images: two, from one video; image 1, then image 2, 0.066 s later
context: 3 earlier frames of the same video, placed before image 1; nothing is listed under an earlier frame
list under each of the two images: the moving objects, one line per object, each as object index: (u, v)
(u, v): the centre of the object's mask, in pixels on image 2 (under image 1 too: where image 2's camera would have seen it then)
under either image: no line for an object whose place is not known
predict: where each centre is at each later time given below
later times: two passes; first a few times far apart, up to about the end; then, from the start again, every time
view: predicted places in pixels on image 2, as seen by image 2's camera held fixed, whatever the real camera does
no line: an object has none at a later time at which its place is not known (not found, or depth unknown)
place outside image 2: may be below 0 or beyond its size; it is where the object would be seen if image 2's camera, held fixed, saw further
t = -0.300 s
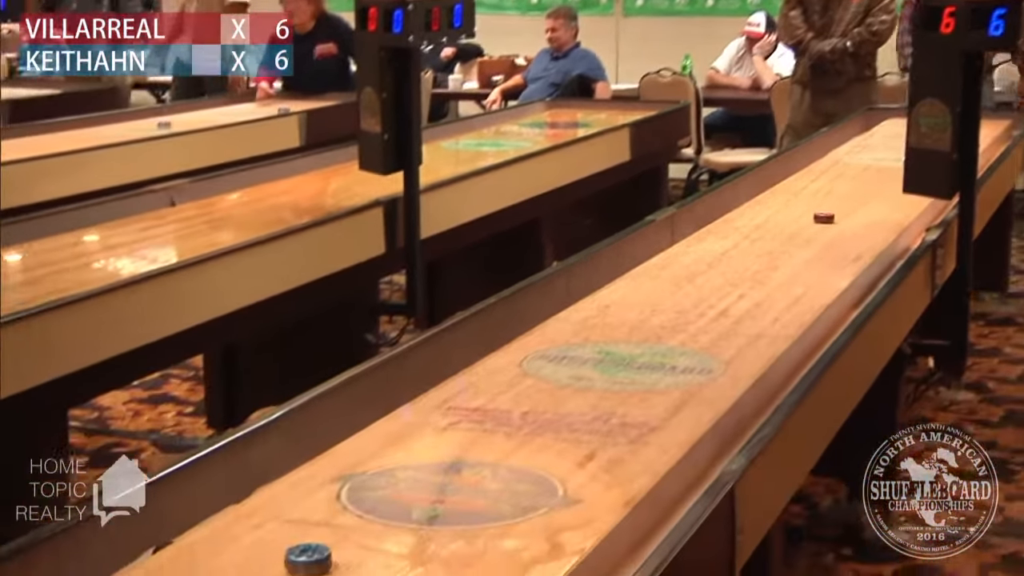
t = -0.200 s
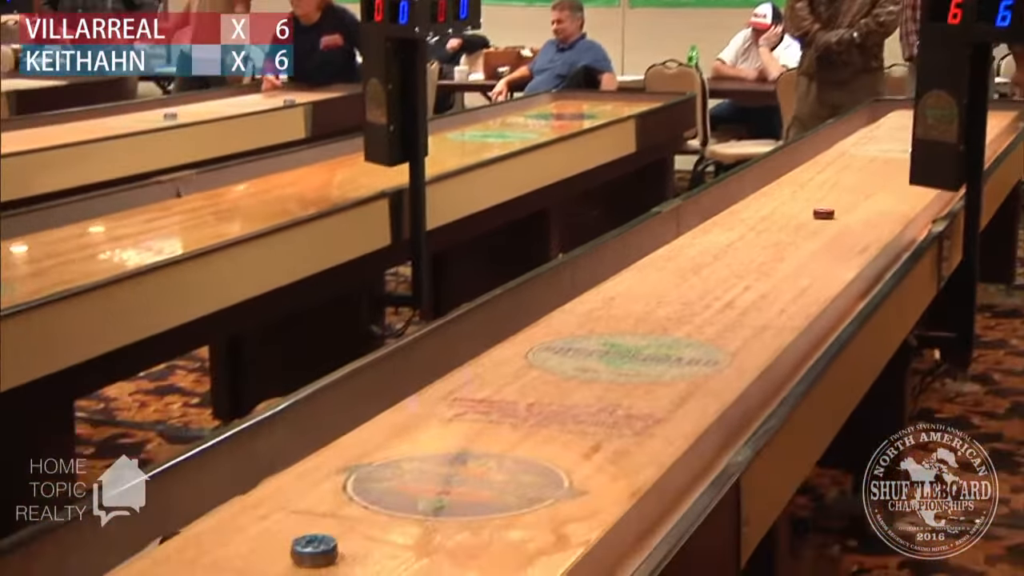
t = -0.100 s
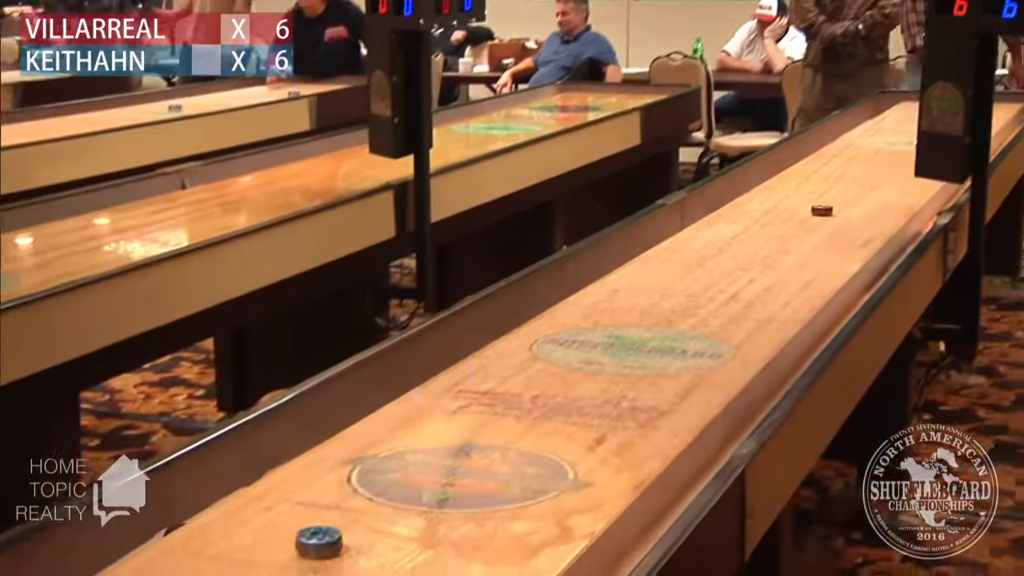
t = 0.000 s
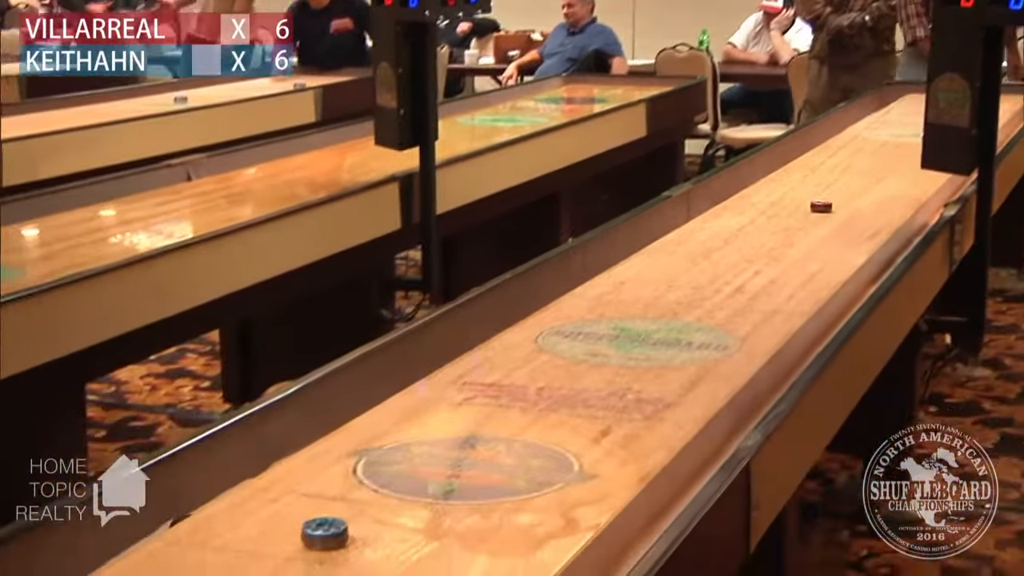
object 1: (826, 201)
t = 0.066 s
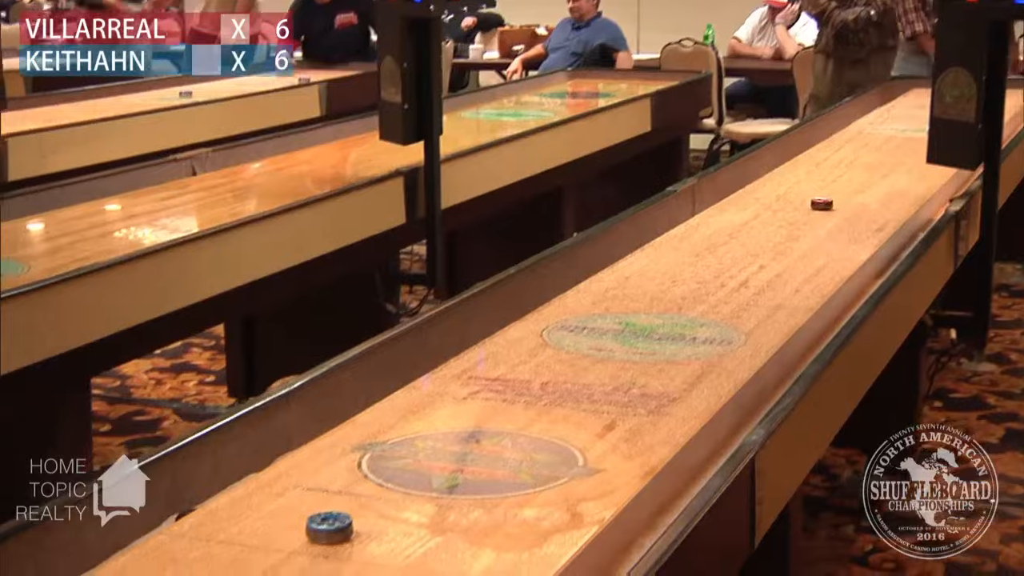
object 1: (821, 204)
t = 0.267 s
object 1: (807, 213)
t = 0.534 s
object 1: (788, 225)
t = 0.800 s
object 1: (768, 238)
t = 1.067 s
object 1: (748, 251)
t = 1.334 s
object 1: (727, 264)
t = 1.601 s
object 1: (705, 278)
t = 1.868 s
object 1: (682, 293)
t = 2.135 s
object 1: (659, 308)
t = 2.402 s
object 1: (635, 323)
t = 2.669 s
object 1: (610, 339)
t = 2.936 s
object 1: (585, 355)
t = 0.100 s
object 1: (819, 205)
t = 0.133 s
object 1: (817, 207)
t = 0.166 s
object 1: (814, 208)
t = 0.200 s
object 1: (812, 210)
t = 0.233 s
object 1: (810, 211)
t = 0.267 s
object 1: (807, 213)
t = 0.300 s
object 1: (805, 214)
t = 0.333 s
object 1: (802, 216)
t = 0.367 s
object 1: (800, 217)
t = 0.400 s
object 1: (798, 219)
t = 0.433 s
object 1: (795, 220)
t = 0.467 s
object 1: (793, 222)
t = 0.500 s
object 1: (791, 223)
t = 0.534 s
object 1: (788, 225)
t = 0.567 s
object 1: (786, 226)
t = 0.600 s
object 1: (783, 228)
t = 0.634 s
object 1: (781, 230)
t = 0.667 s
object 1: (778, 231)
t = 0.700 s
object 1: (776, 233)
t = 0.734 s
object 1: (773, 234)
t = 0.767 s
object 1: (771, 236)
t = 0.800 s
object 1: (768, 238)
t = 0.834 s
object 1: (766, 239)
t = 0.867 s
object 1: (763, 241)
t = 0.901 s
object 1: (761, 243)
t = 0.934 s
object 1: (758, 244)
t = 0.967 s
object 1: (756, 246)
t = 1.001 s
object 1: (753, 247)
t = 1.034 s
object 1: (751, 249)
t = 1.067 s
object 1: (748, 251)
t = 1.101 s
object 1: (745, 252)
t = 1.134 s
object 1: (743, 254)
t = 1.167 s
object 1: (740, 256)
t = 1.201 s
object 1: (738, 257)
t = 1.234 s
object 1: (735, 259)
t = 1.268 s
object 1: (732, 261)
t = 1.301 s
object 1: (729, 263)
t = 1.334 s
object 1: (727, 264)
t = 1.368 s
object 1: (724, 266)
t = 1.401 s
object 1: (722, 268)
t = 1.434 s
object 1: (719, 269)
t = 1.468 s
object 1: (716, 271)
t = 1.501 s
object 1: (713, 273)
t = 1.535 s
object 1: (710, 275)
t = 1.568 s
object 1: (708, 276)
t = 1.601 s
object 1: (705, 278)
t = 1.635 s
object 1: (702, 280)
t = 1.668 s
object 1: (699, 282)
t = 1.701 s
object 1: (697, 284)
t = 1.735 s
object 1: (694, 285)
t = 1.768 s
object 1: (691, 287)
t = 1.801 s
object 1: (688, 289)
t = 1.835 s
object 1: (685, 291)
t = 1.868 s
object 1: (682, 293)
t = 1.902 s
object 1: (680, 294)
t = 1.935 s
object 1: (677, 296)
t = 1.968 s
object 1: (674, 298)
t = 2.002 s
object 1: (671, 300)
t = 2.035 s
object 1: (668, 302)
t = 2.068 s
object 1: (665, 304)
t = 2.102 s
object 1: (662, 306)
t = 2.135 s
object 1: (659, 308)
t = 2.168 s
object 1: (656, 309)
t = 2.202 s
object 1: (653, 311)
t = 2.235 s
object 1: (650, 313)
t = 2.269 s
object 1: (647, 315)
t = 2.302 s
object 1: (644, 317)
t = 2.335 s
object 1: (641, 319)
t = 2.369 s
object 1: (638, 321)
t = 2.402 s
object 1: (635, 323)
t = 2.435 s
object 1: (632, 325)
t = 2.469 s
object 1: (629, 327)
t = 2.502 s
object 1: (626, 329)
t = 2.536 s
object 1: (623, 331)
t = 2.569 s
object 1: (620, 333)
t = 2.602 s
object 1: (616, 335)
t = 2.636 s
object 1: (613, 337)
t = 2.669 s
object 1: (610, 339)
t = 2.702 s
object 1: (607, 341)
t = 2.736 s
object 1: (604, 343)
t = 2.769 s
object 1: (601, 345)
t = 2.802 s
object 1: (597, 347)
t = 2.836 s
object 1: (595, 349)
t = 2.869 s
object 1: (591, 351)
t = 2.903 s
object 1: (589, 353)
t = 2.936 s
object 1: (585, 355)
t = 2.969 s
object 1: (582, 357)
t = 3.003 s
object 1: (579, 359)
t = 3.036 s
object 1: (576, 361)
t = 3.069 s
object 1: (573, 363)
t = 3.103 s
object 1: (570, 366)
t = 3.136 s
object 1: (567, 368)
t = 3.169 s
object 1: (564, 370)
